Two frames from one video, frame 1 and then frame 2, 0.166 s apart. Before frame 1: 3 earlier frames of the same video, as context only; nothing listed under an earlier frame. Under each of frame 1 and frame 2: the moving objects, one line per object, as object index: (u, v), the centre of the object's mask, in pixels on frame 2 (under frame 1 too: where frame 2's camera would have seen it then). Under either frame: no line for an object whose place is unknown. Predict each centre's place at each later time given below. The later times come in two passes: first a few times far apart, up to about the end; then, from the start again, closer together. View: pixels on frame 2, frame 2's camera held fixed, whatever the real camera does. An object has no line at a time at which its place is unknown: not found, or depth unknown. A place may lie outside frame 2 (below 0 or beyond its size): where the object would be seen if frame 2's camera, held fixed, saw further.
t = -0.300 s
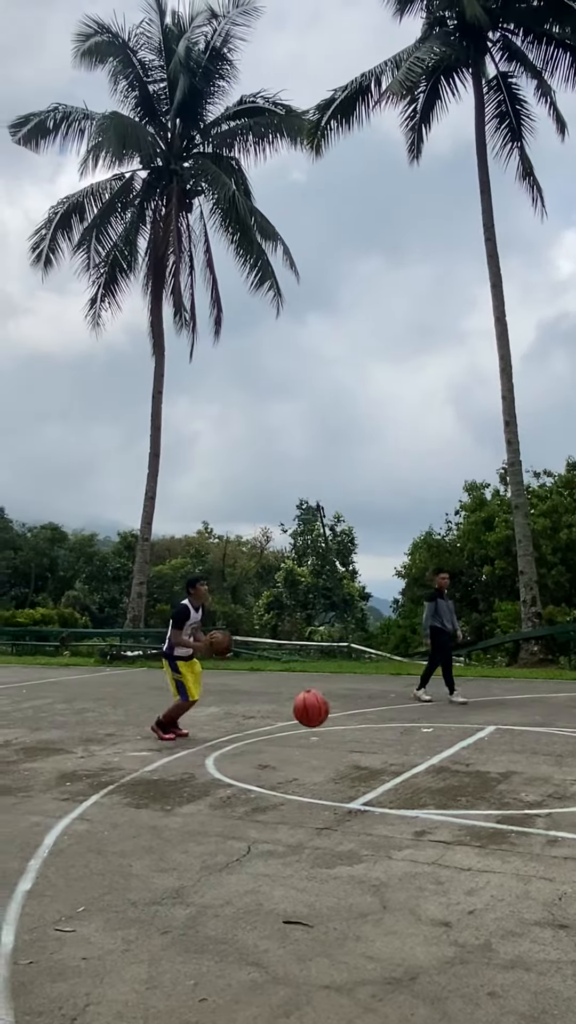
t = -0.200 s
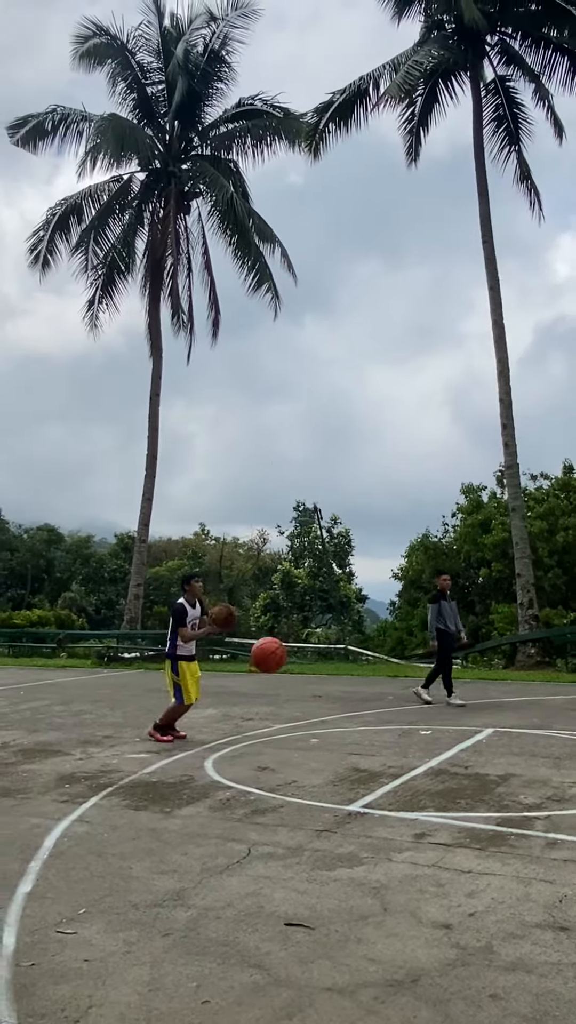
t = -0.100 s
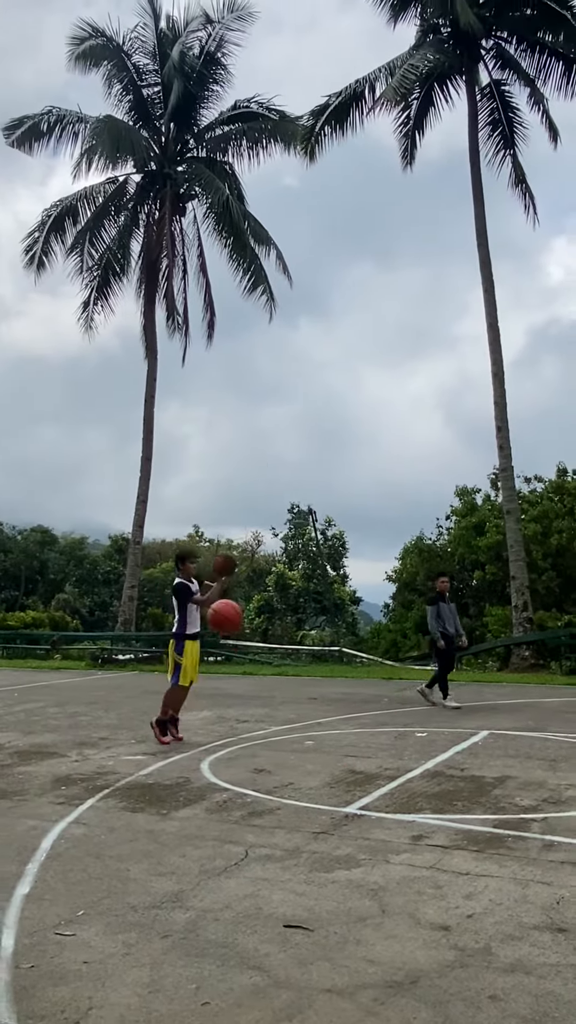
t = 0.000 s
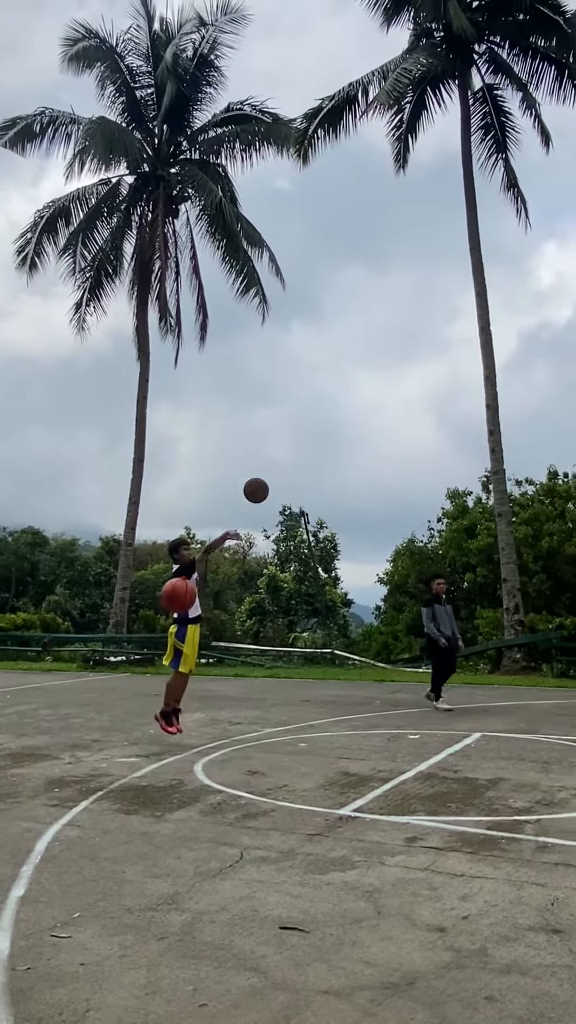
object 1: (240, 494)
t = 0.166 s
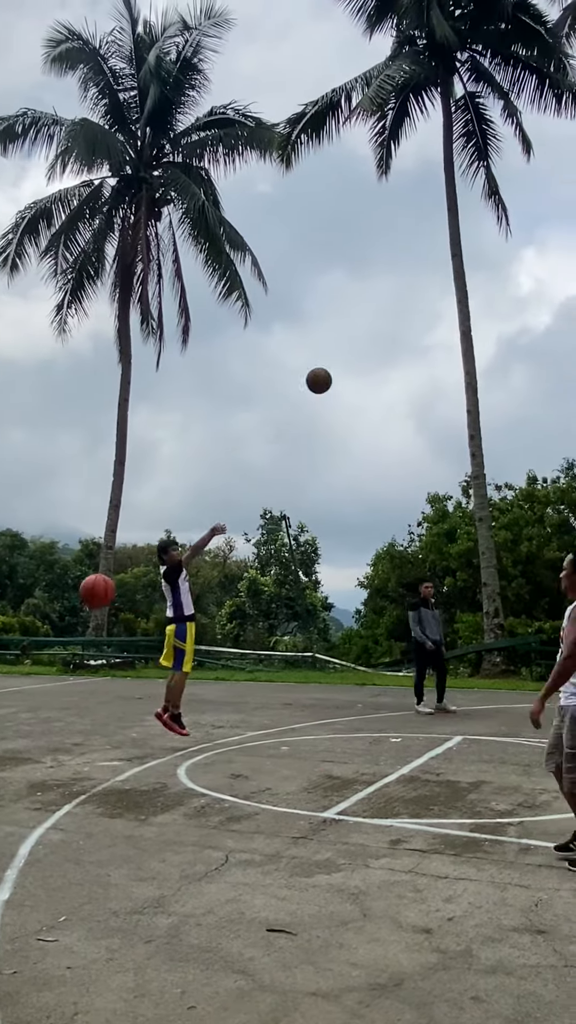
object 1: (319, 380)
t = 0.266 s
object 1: (368, 325)
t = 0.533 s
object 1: (505, 221)
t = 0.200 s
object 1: (335, 361)
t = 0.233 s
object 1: (351, 342)
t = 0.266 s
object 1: (368, 325)
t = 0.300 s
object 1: (385, 308)
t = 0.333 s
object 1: (402, 292)
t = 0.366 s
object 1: (419, 278)
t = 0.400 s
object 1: (436, 264)
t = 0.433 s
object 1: (453, 252)
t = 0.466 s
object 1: (472, 240)
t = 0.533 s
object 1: (505, 221)
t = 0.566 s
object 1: (523, 212)
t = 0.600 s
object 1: (541, 205)
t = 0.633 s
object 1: (559, 200)
